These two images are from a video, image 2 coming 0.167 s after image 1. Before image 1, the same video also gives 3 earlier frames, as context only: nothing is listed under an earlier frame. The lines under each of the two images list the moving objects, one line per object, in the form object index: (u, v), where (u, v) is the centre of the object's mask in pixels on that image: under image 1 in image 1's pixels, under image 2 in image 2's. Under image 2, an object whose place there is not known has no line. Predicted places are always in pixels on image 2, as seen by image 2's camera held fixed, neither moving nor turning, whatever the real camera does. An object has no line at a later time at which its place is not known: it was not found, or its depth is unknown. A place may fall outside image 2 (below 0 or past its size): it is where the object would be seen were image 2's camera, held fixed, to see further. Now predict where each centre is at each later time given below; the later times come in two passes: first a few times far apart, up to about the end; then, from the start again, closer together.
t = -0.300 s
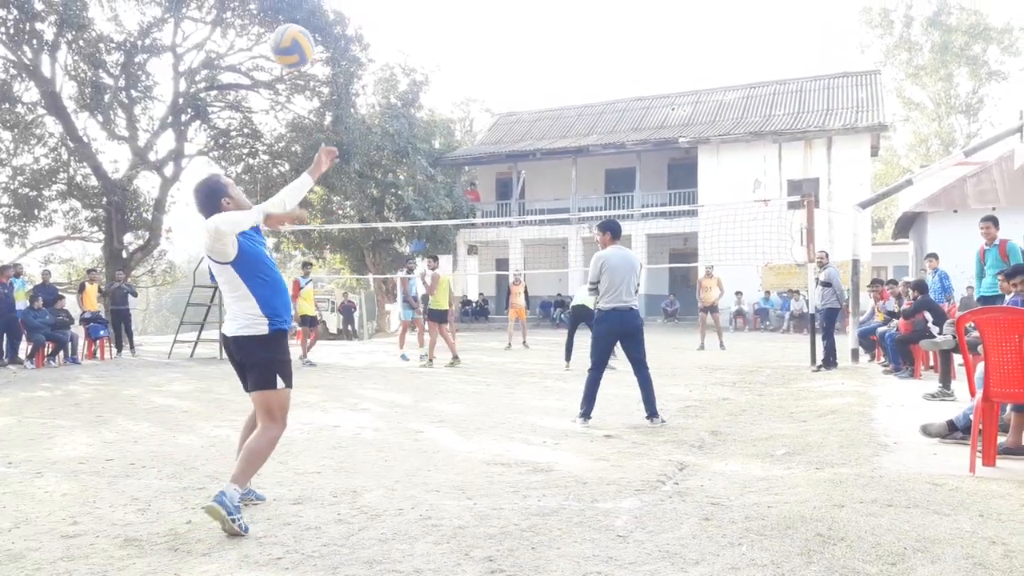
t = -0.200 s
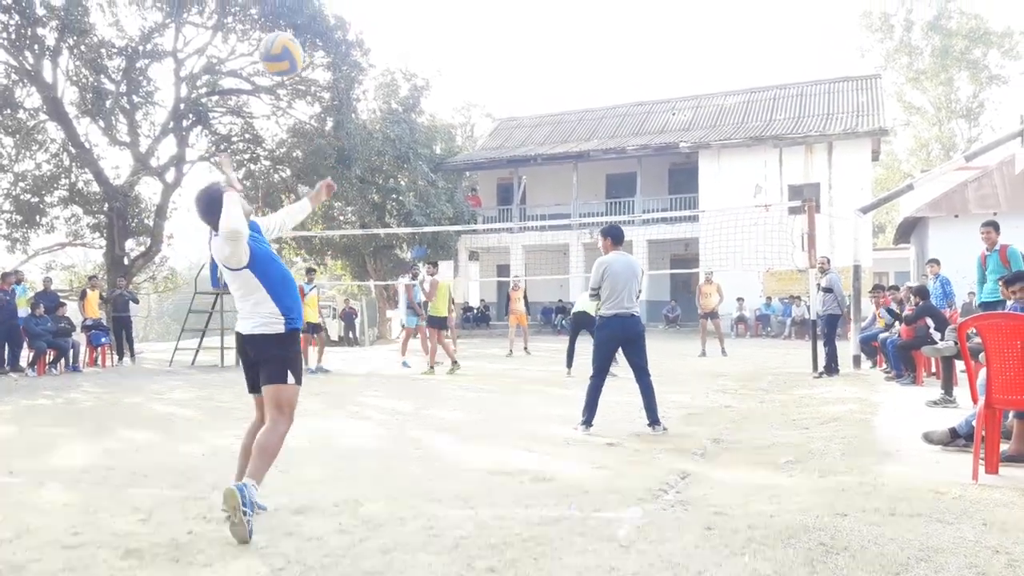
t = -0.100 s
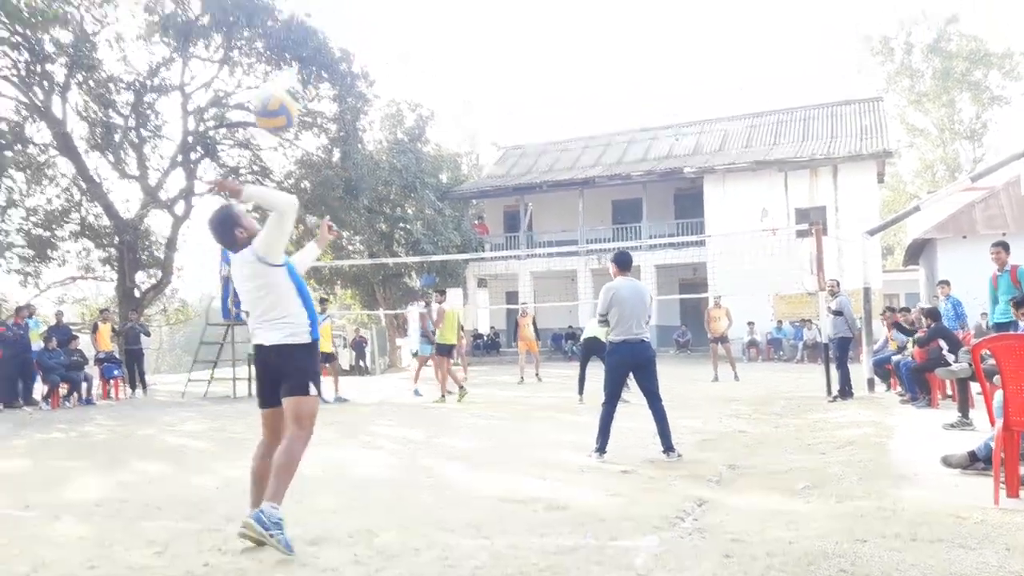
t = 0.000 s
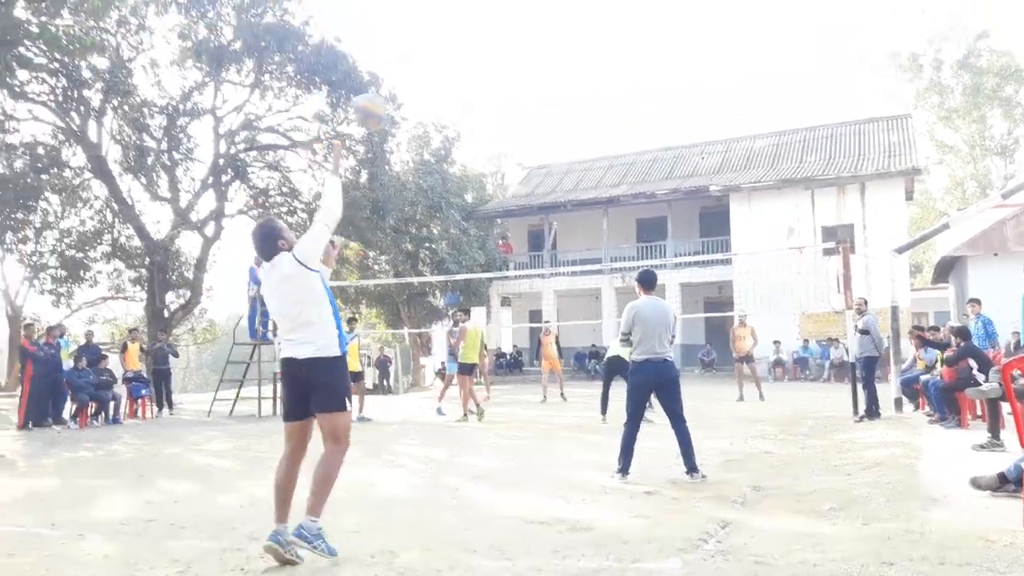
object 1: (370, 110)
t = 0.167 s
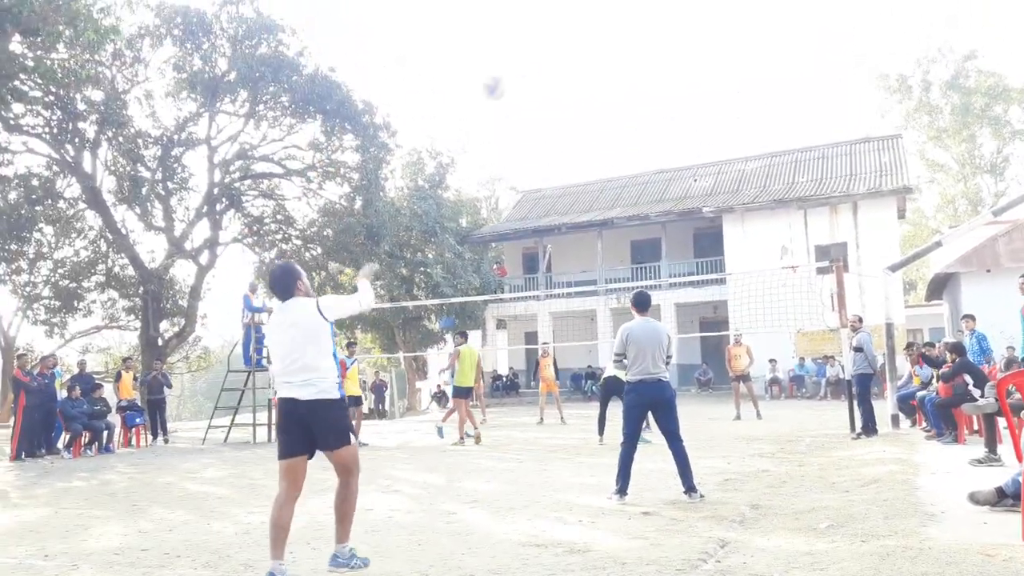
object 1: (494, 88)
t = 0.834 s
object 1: (696, 210)
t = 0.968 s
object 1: (716, 254)
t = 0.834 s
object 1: (696, 210)
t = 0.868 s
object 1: (701, 219)
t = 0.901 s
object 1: (706, 231)
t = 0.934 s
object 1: (711, 242)
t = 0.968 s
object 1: (716, 254)
